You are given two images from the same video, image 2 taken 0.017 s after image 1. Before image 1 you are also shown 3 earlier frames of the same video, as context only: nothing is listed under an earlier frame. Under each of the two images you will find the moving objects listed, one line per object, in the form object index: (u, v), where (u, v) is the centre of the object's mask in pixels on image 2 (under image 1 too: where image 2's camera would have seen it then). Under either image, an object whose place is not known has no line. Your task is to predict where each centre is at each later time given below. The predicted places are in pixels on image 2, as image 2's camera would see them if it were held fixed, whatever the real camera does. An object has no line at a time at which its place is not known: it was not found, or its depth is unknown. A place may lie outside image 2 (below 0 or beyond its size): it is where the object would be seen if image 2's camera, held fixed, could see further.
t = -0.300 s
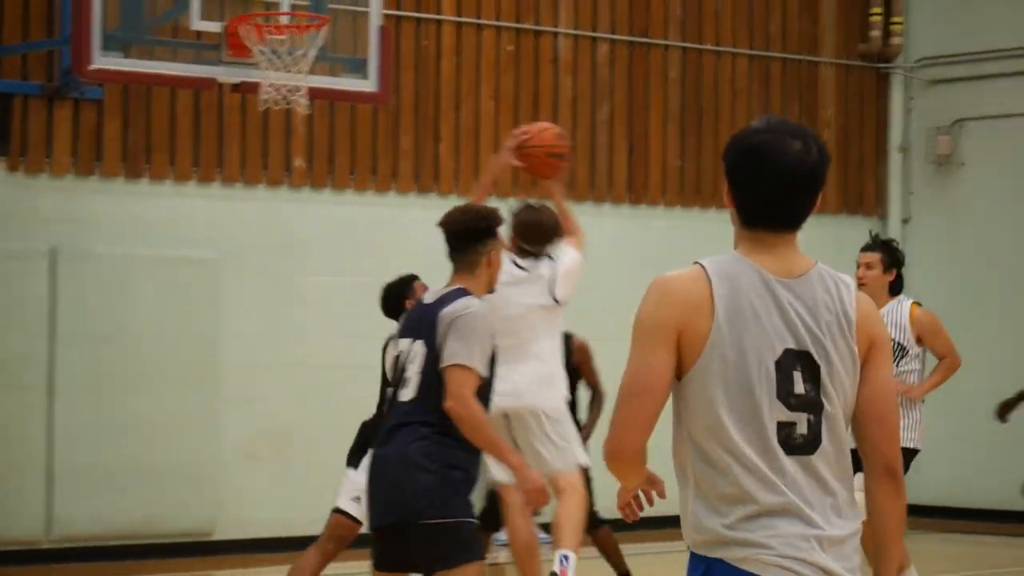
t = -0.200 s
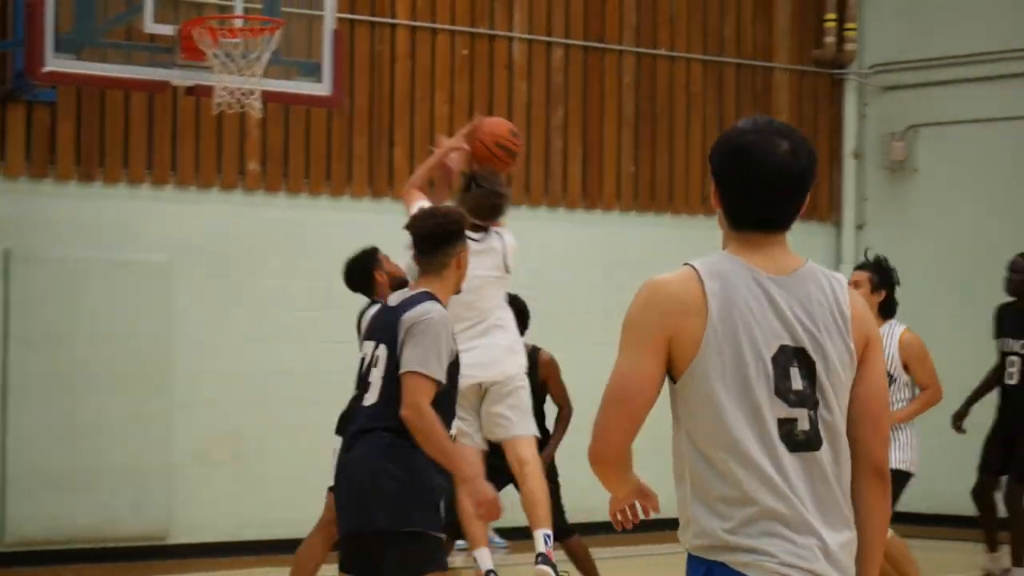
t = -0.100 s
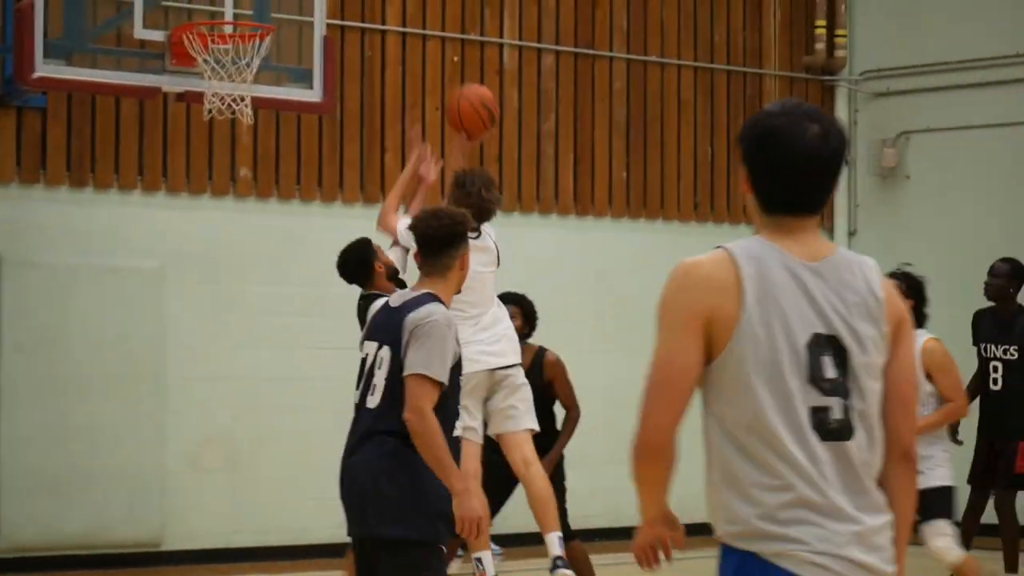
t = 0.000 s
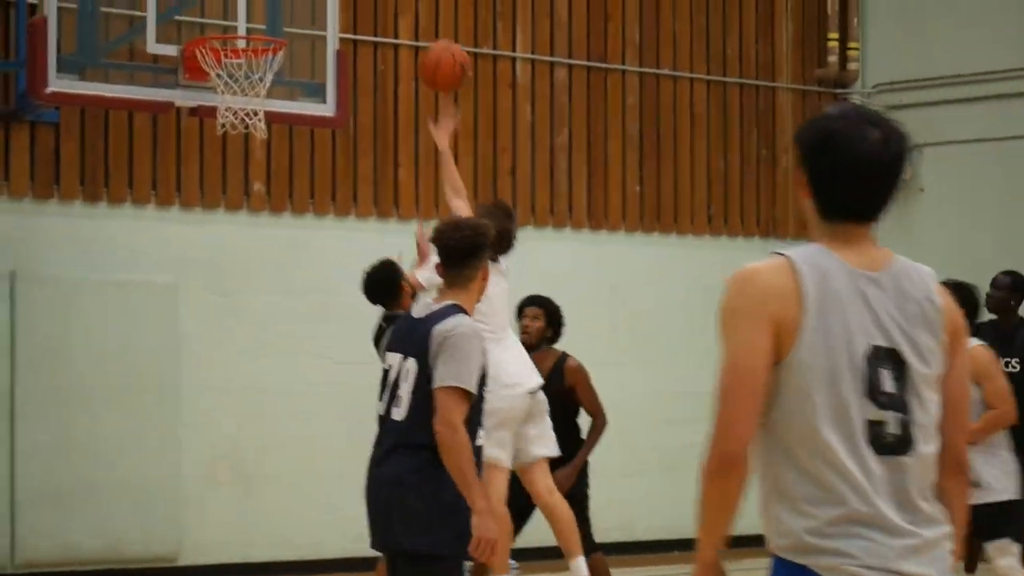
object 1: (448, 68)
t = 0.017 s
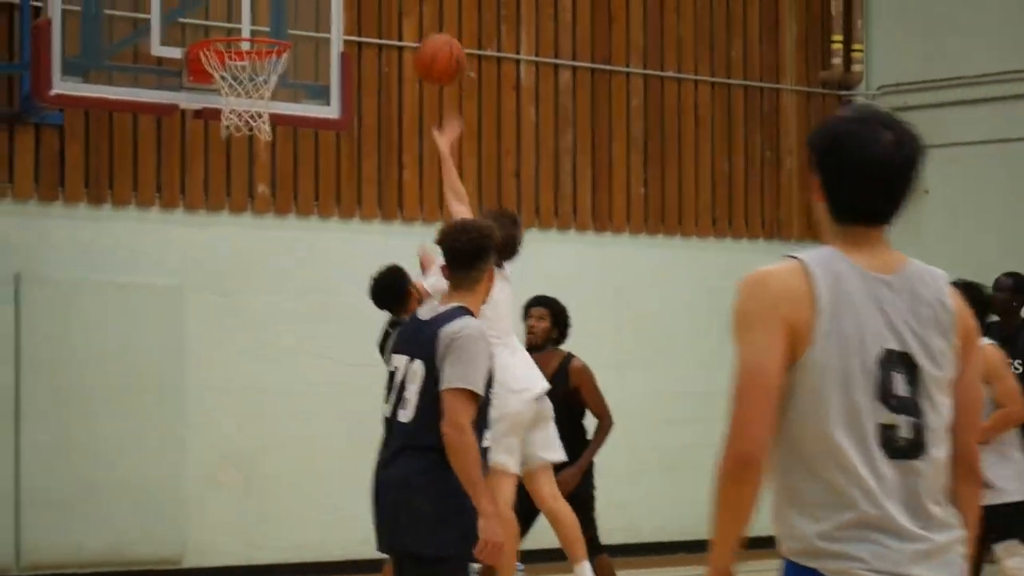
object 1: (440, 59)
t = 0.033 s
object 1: (431, 51)
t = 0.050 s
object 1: (422, 43)
